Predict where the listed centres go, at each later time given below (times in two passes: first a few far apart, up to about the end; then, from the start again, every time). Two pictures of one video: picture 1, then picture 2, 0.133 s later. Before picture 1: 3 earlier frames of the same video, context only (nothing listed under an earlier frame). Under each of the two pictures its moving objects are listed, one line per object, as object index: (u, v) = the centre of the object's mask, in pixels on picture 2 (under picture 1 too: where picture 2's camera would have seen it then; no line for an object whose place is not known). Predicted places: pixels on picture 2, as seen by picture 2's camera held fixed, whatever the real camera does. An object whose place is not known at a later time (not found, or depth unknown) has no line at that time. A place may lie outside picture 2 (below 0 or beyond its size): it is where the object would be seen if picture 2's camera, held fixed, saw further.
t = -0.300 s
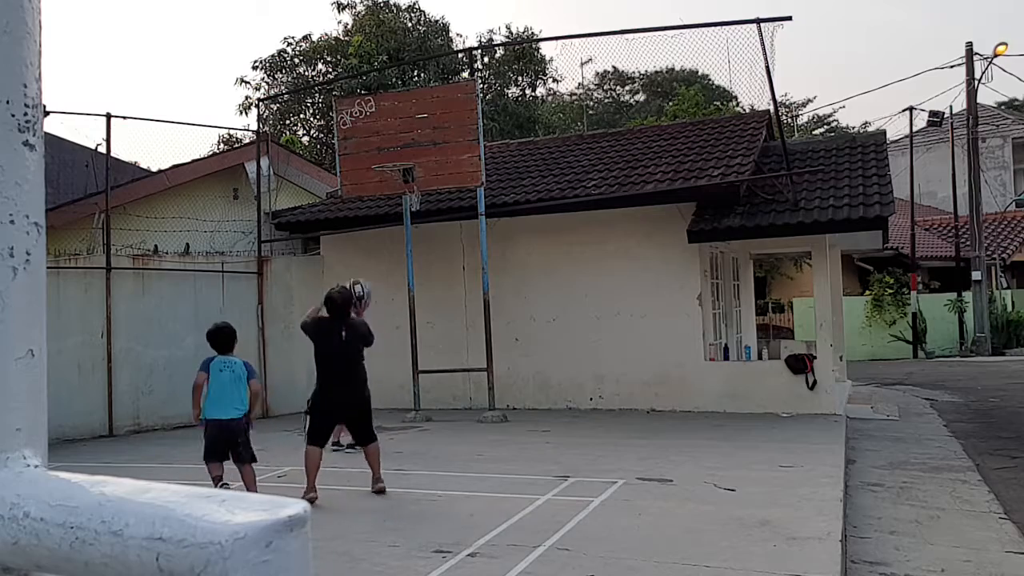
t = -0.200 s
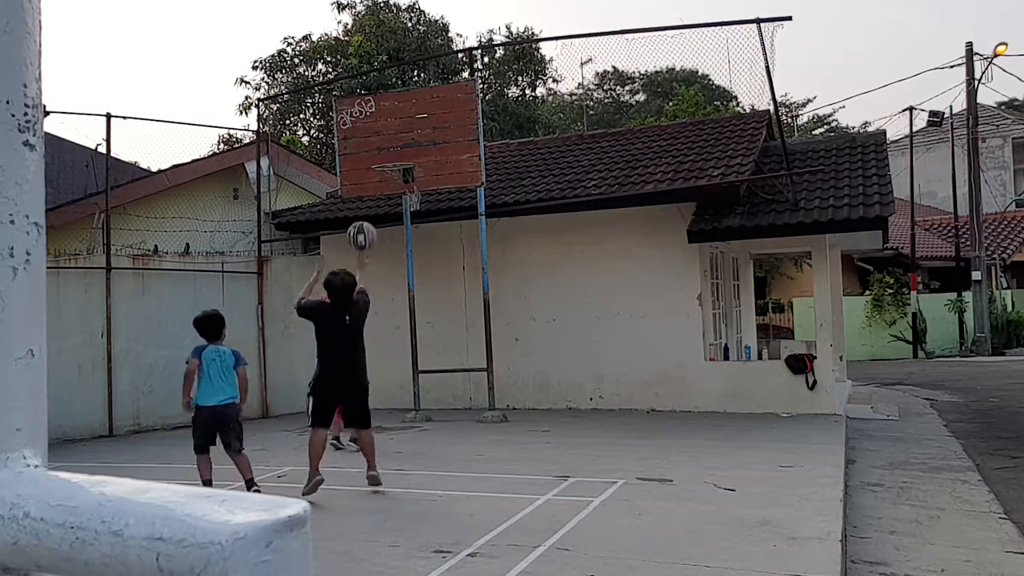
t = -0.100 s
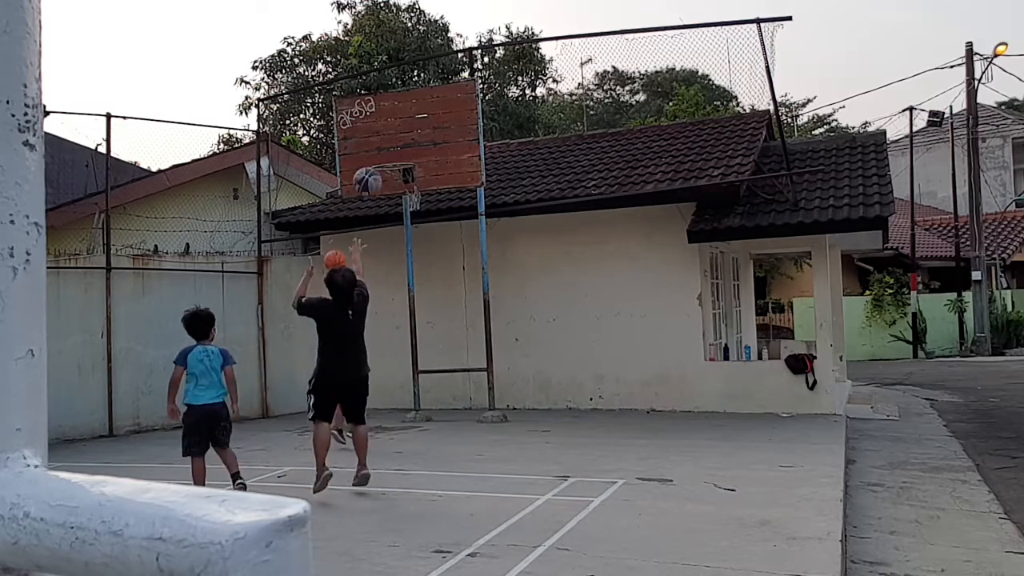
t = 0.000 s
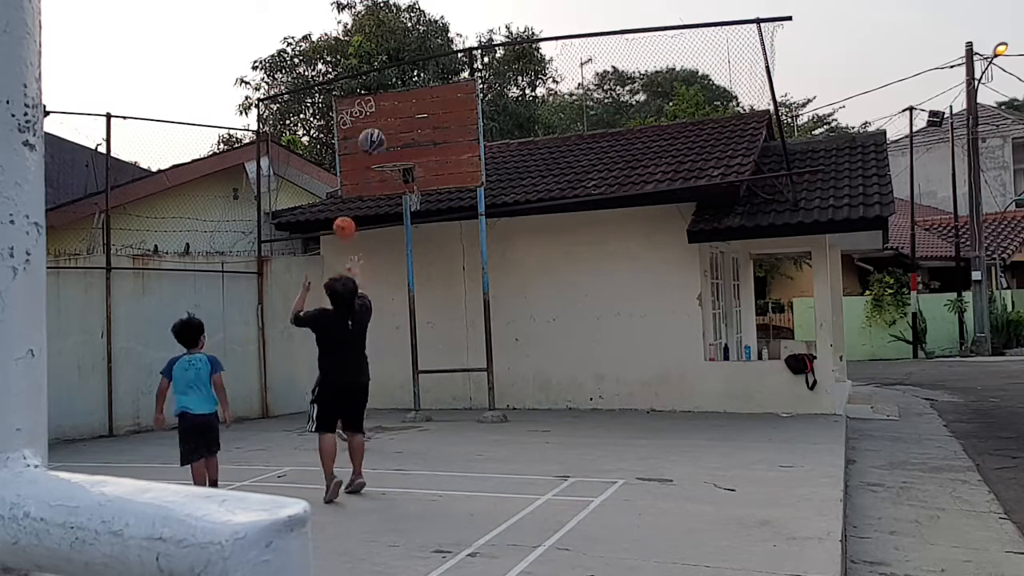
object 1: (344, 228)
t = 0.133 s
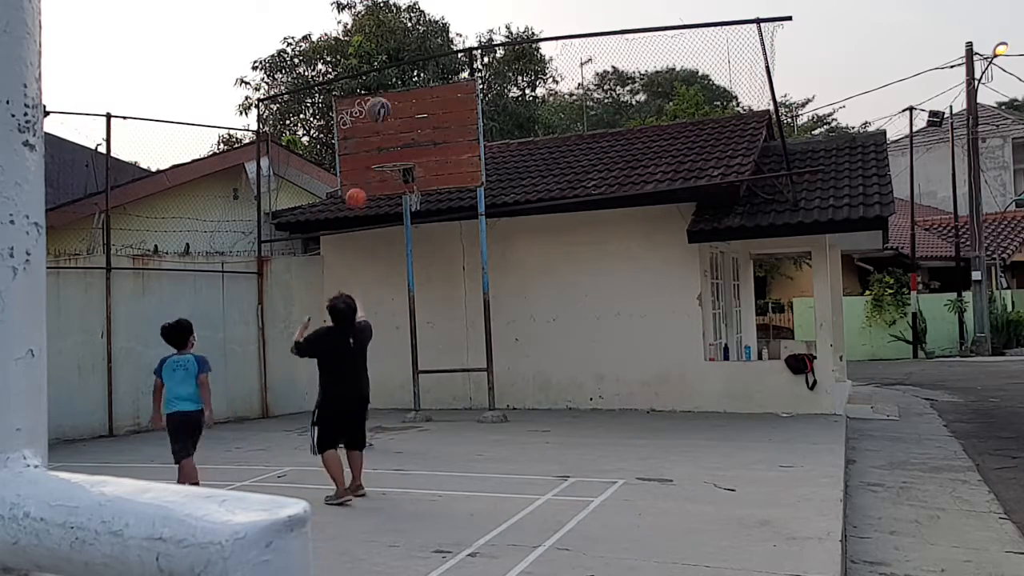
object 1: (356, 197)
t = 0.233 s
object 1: (365, 187)
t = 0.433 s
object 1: (379, 193)
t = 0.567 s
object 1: (372, 220)
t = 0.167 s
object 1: (359, 194)
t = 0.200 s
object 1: (362, 189)
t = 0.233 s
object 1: (365, 187)
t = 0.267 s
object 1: (368, 186)
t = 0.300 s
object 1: (371, 186)
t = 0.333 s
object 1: (373, 186)
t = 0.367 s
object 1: (377, 187)
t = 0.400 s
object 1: (380, 191)
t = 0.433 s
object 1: (379, 193)
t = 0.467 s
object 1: (377, 196)
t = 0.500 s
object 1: (375, 206)
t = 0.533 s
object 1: (374, 214)
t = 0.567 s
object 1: (372, 220)
